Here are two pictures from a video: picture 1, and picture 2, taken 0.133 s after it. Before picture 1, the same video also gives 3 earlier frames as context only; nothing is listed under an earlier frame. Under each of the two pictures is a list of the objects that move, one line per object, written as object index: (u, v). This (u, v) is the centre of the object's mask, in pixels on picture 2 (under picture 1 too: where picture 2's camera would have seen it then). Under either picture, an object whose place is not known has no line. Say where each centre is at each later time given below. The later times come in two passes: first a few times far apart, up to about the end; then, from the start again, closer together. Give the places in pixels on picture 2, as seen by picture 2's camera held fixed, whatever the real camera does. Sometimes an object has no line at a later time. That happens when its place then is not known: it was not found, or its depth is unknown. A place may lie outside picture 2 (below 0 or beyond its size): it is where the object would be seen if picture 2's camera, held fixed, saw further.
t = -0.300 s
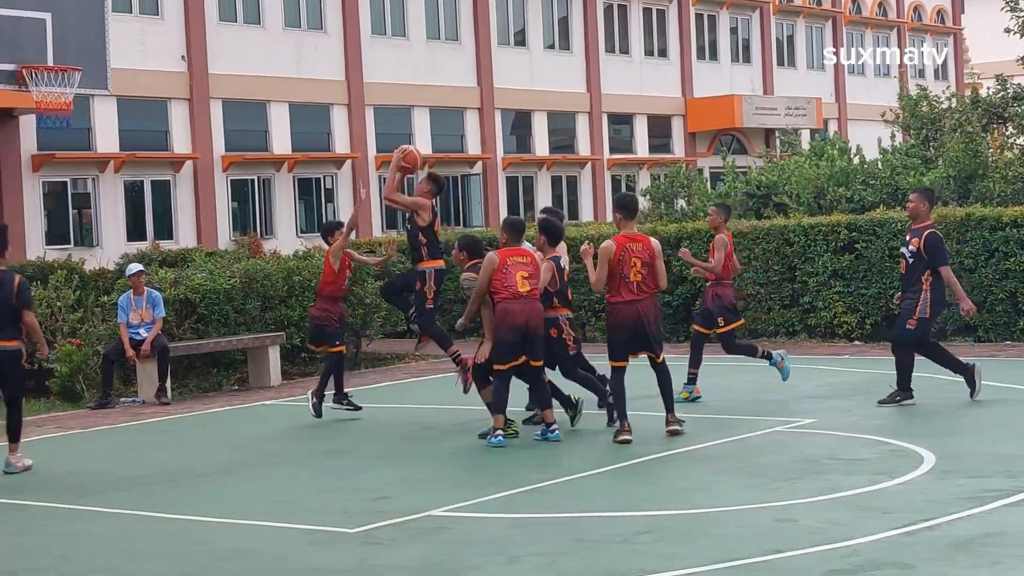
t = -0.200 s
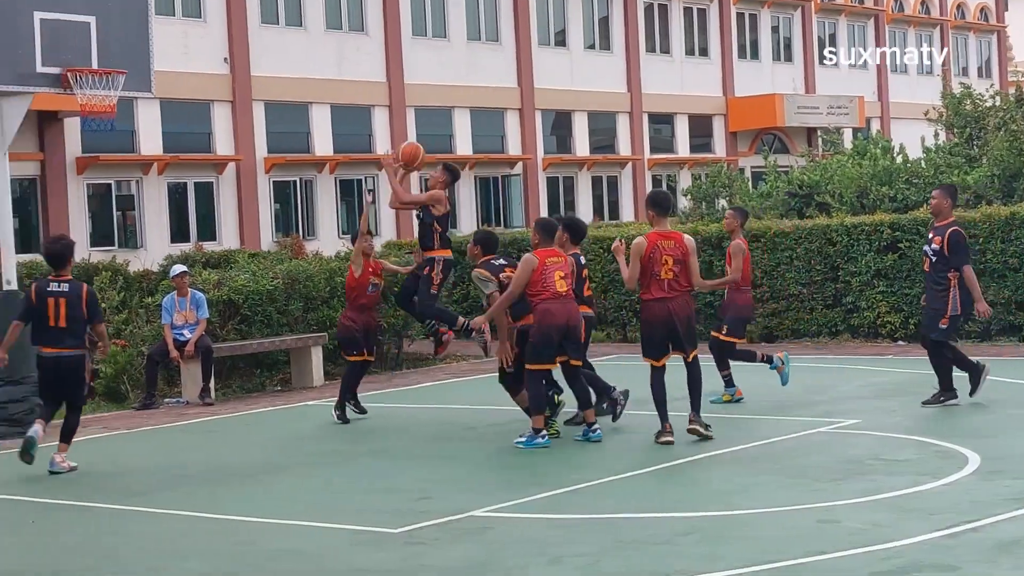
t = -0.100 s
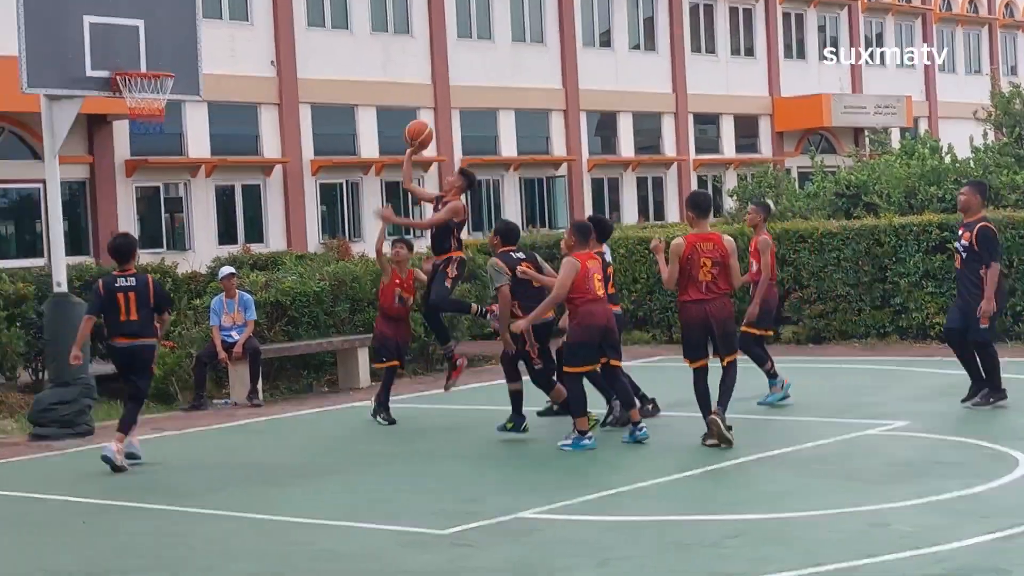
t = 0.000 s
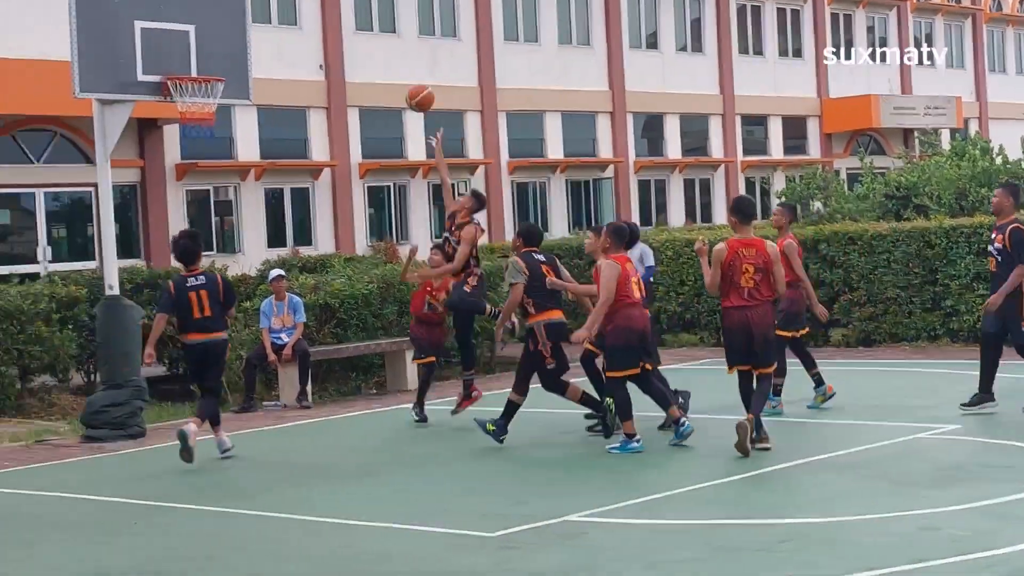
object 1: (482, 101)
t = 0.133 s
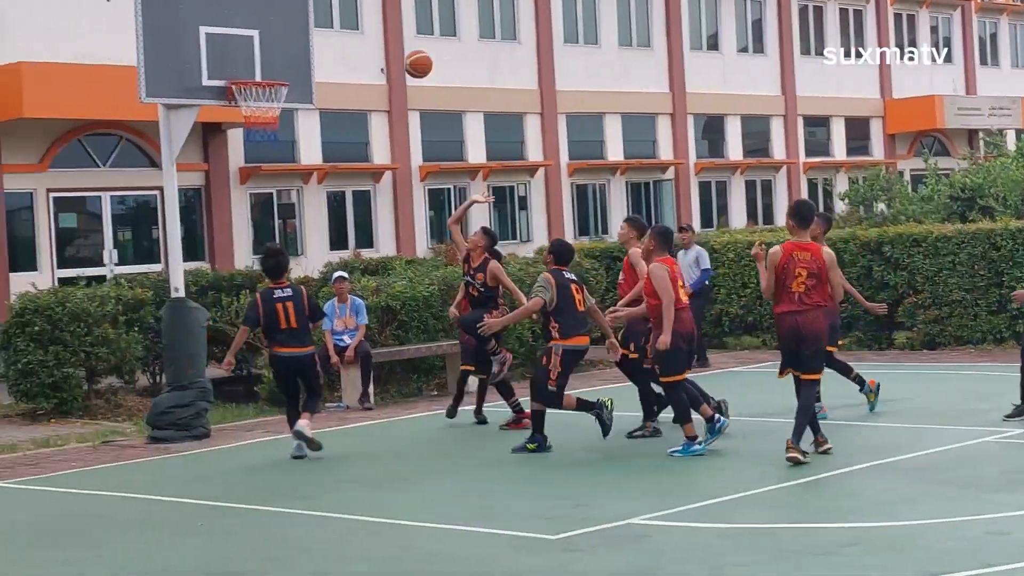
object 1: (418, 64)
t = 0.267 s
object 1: (358, 49)
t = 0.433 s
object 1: (285, 58)
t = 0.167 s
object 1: (403, 58)
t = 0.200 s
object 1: (388, 54)
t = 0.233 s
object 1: (373, 51)
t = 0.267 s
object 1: (358, 49)
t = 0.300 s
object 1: (343, 49)
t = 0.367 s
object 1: (313, 51)
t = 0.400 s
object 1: (299, 54)
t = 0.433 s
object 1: (285, 58)
